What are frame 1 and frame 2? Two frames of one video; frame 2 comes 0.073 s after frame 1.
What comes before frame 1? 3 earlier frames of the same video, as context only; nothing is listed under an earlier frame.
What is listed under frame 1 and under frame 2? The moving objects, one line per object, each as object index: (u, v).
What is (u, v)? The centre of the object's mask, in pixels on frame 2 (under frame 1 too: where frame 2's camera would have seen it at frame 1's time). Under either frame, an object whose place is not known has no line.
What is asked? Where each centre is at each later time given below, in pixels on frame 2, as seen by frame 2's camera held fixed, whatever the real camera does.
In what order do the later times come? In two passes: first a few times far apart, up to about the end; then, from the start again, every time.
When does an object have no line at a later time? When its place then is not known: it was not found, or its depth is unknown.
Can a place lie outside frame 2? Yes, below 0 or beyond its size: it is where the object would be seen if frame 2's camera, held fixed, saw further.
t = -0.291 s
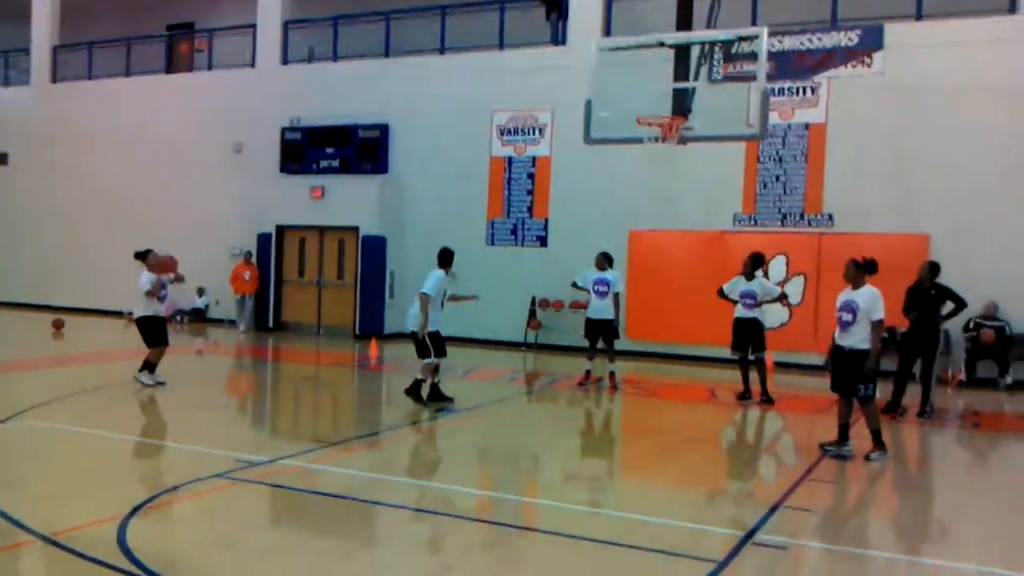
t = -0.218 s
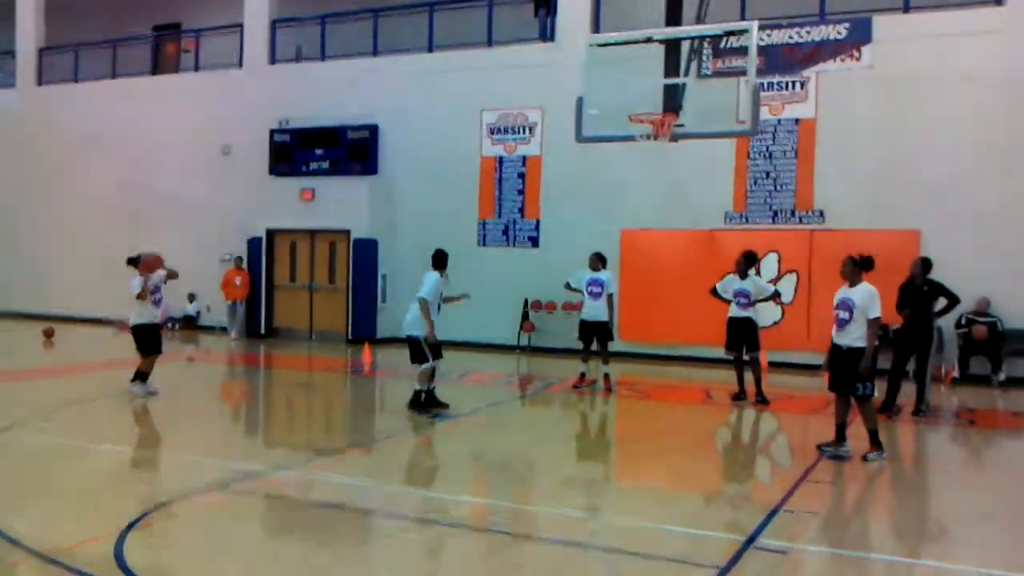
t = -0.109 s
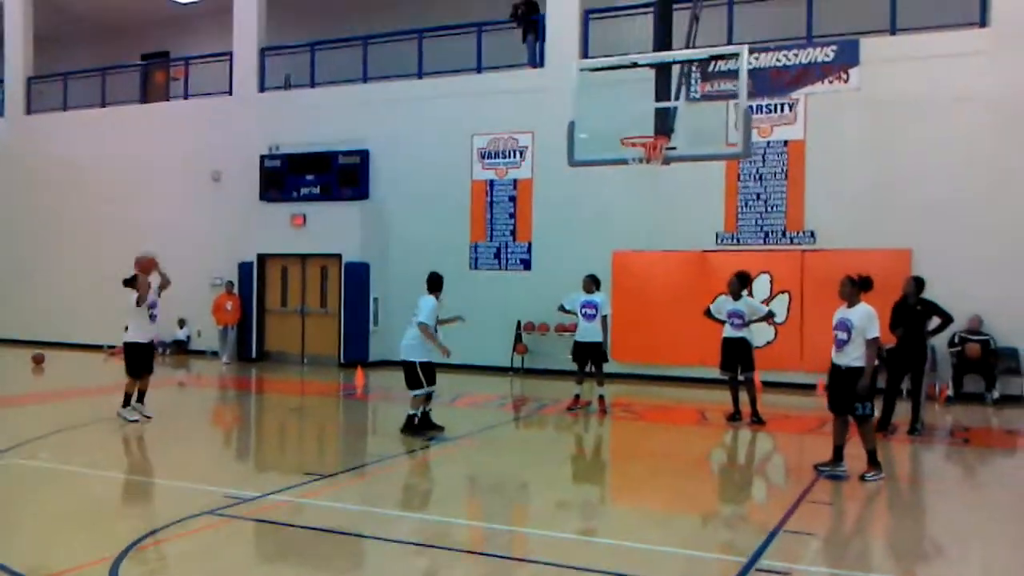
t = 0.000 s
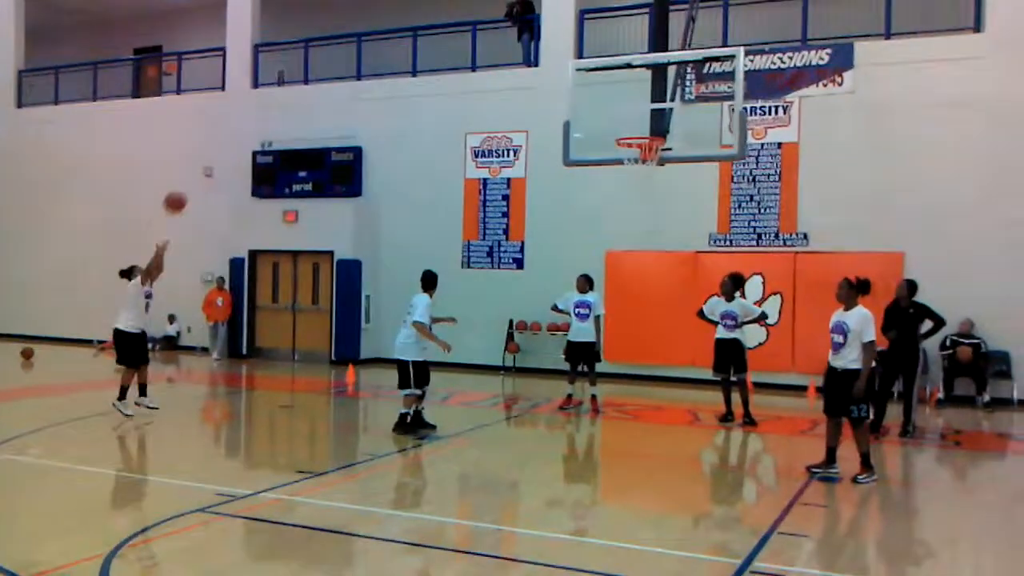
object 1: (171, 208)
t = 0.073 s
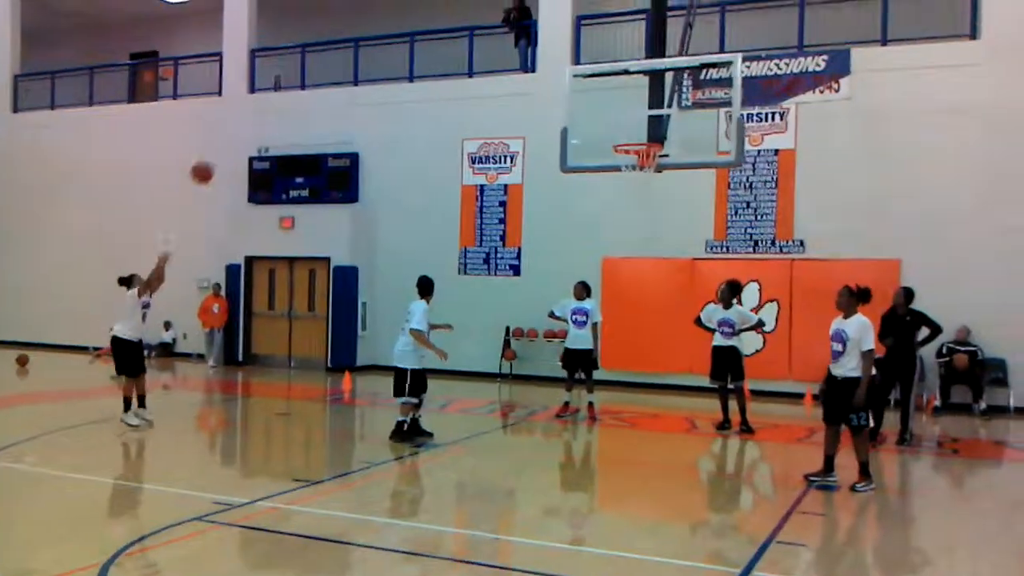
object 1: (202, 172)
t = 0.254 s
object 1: (278, 101)
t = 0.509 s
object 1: (386, 48)
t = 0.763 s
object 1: (494, 52)
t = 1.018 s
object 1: (605, 118)
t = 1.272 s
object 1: (671, 177)
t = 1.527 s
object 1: (690, 231)
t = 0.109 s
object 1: (217, 155)
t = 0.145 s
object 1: (233, 140)
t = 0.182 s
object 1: (248, 126)
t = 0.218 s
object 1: (263, 113)
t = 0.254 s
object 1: (278, 101)
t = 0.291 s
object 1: (294, 91)
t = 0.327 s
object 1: (309, 81)
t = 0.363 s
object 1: (324, 72)
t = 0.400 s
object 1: (339, 64)
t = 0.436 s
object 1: (356, 58)
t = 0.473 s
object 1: (371, 52)
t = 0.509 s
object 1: (386, 48)
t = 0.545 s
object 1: (401, 44)
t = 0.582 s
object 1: (416, 43)
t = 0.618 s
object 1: (432, 41)
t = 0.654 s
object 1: (448, 42)
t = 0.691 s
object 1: (463, 44)
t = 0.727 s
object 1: (479, 47)
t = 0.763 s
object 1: (494, 52)
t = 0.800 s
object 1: (511, 58)
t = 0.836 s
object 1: (526, 65)
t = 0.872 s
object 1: (541, 72)
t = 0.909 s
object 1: (556, 82)
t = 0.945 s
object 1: (572, 93)
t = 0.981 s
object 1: (589, 105)
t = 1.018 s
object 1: (605, 118)
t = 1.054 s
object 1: (620, 133)
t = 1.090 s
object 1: (636, 148)
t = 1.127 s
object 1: (652, 166)
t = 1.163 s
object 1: (661, 172)
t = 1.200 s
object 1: (665, 174)
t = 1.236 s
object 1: (668, 174)
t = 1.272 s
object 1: (671, 177)
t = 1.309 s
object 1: (674, 180)
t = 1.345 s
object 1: (676, 185)
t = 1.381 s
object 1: (679, 192)
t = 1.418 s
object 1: (682, 199)
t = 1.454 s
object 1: (685, 209)
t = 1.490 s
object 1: (687, 219)
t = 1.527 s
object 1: (690, 231)
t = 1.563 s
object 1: (692, 243)
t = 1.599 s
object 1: (695, 257)
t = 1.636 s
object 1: (698, 272)
